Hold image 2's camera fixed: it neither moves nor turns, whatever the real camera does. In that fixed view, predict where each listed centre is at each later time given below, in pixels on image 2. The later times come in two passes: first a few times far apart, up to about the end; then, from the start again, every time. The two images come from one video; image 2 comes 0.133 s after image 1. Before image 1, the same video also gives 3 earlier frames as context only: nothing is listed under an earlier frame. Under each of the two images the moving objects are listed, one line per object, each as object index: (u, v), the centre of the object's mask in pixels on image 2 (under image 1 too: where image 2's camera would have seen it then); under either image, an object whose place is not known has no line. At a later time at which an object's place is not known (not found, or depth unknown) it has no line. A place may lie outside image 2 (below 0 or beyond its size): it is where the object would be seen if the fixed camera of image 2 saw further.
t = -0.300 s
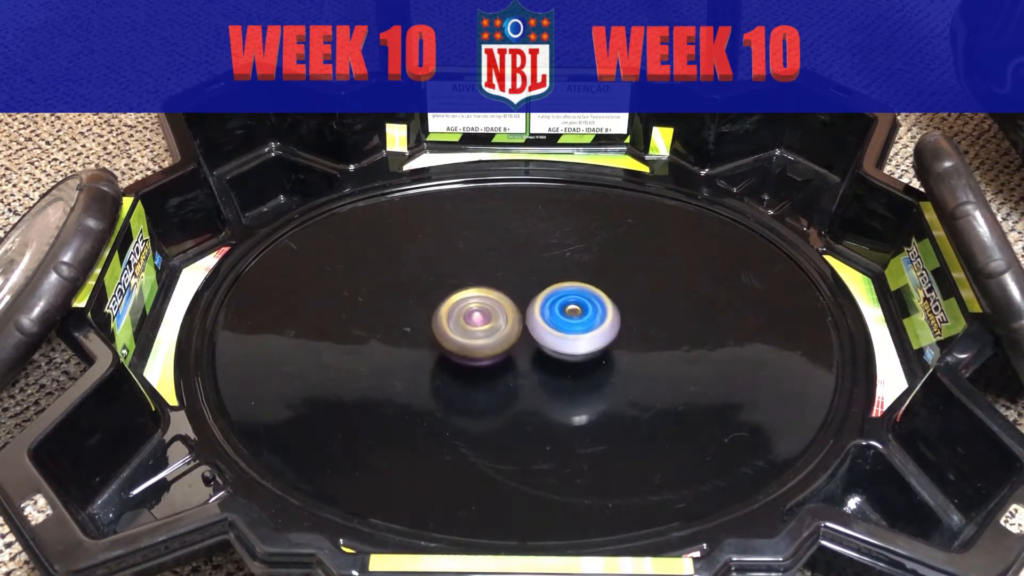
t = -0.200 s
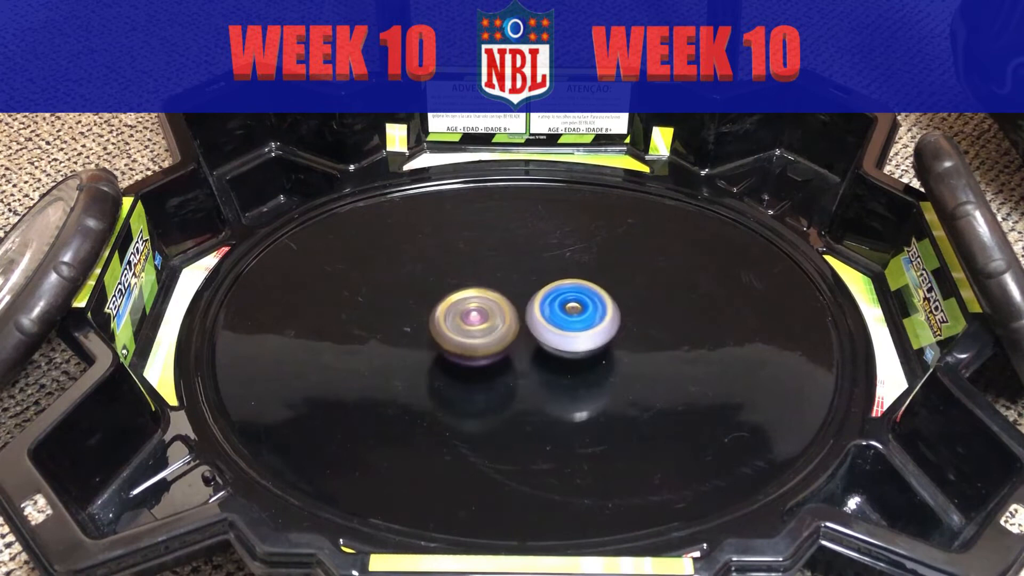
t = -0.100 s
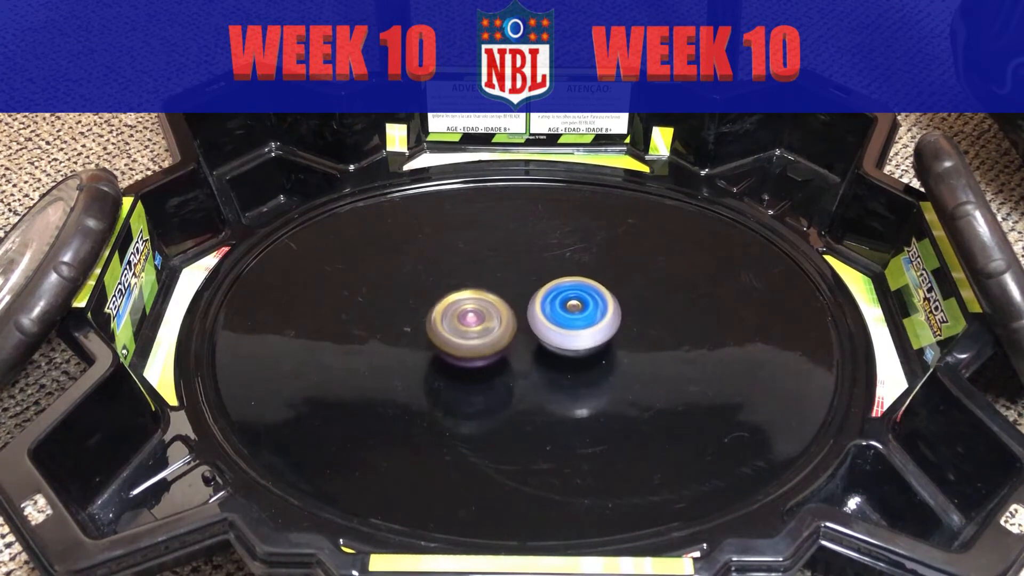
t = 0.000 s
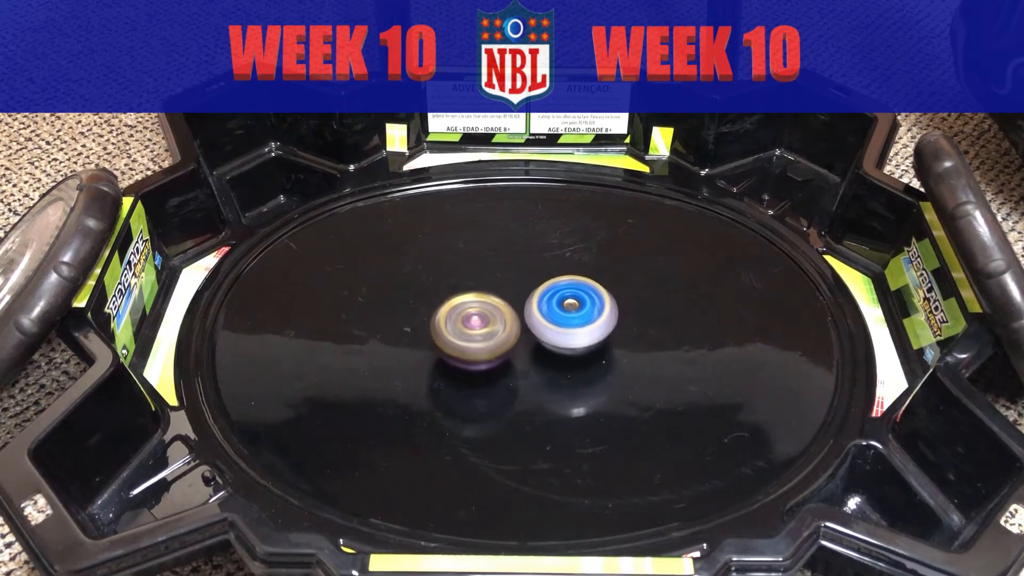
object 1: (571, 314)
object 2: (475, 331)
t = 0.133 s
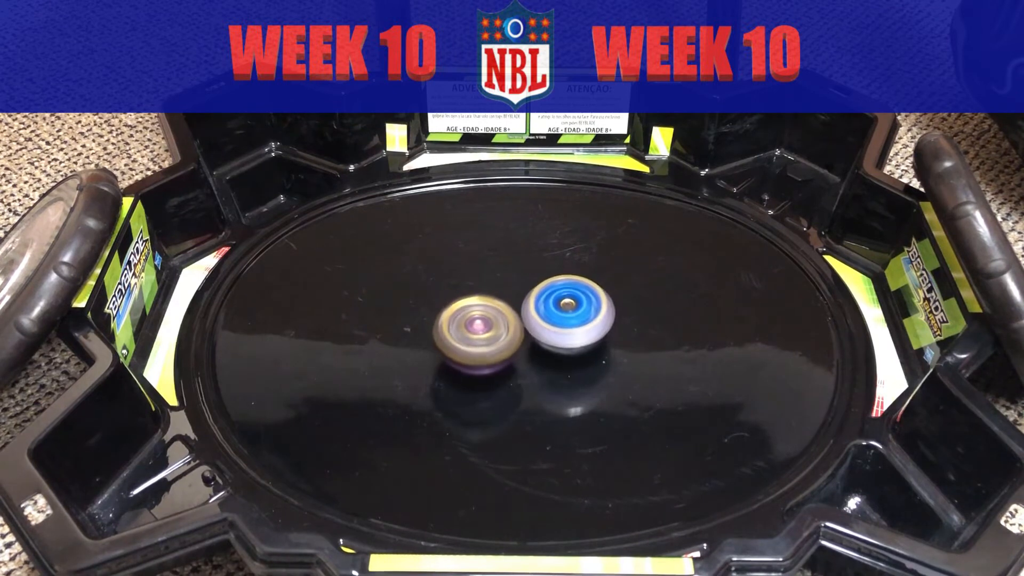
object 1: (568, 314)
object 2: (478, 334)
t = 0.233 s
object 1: (567, 315)
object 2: (477, 335)
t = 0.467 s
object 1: (574, 318)
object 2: (471, 336)
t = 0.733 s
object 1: (578, 327)
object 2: (473, 333)
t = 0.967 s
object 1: (574, 335)
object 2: (478, 329)
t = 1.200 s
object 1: (571, 343)
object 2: (479, 323)
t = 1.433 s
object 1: (578, 349)
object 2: (476, 319)
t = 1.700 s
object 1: (572, 347)
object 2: (485, 318)
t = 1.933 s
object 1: (575, 345)
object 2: (481, 313)
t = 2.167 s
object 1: (575, 339)
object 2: (484, 319)
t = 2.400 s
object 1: (581, 335)
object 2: (483, 323)
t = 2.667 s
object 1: (589, 334)
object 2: (475, 323)
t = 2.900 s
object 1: (581, 332)
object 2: (480, 329)
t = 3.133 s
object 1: (582, 331)
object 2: (471, 327)
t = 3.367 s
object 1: (577, 329)
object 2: (475, 331)
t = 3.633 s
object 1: (582, 330)
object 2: (469, 328)
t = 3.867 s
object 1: (572, 330)
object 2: (478, 327)
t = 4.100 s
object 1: (577, 333)
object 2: (474, 323)
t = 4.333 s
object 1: (576, 334)
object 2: (480, 328)
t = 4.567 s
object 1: (580, 336)
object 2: (480, 328)
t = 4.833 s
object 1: (575, 334)
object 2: (477, 327)
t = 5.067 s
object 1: (587, 337)
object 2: (466, 324)
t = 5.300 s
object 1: (583, 337)
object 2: (474, 324)
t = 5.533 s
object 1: (584, 337)
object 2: (475, 322)
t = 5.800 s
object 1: (610, 344)
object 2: (456, 313)
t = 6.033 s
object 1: (598, 341)
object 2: (462, 320)
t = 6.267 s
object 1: (579, 330)
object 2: (470, 334)
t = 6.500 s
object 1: (567, 316)
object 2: (476, 348)
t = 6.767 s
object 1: (563, 299)
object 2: (475, 355)
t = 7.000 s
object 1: (565, 294)
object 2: (485, 351)
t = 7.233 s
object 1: (562, 301)
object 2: (494, 349)
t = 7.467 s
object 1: (566, 307)
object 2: (473, 357)
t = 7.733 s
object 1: (561, 313)
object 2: (466, 347)
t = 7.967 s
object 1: (583, 335)
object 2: (470, 306)
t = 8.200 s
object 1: (589, 349)
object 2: (514, 295)
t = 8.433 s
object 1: (575, 362)
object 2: (531, 301)
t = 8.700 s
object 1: (563, 361)
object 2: (517, 289)
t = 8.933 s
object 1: (565, 342)
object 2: (505, 289)
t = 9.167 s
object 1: (578, 337)
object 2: (499, 293)
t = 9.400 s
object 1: (582, 341)
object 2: (490, 296)
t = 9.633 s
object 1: (573, 339)
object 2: (488, 304)
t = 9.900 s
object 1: (576, 335)
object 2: (477, 304)
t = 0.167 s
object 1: (567, 314)
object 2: (478, 335)
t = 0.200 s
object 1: (566, 314)
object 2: (477, 335)
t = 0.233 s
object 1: (567, 315)
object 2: (477, 335)
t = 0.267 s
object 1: (572, 315)
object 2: (471, 336)
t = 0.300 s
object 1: (574, 315)
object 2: (468, 336)
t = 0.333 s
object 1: (574, 315)
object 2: (466, 336)
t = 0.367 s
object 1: (575, 316)
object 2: (466, 336)
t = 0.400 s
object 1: (575, 317)
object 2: (467, 336)
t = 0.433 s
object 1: (575, 318)
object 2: (469, 336)
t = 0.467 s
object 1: (574, 318)
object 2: (471, 336)
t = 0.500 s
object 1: (574, 320)
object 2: (473, 336)
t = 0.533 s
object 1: (573, 321)
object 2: (476, 336)
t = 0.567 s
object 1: (572, 322)
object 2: (478, 336)
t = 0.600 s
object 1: (573, 324)
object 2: (478, 336)
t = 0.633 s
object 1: (577, 324)
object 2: (475, 335)
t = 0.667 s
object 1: (578, 325)
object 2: (473, 335)
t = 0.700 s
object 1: (579, 326)
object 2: (473, 334)
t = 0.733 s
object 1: (578, 327)
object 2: (473, 333)
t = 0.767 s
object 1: (578, 328)
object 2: (475, 333)
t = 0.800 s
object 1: (577, 329)
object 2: (476, 332)
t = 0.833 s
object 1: (576, 330)
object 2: (477, 332)
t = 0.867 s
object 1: (575, 331)
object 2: (478, 332)
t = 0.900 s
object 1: (574, 332)
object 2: (479, 331)
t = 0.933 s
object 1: (575, 334)
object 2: (478, 330)
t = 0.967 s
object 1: (574, 335)
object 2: (478, 329)
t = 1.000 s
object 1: (573, 336)
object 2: (479, 328)
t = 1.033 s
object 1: (573, 337)
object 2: (479, 327)
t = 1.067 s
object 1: (572, 338)
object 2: (479, 327)
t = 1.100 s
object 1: (572, 340)
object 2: (479, 325)
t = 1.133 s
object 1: (572, 341)
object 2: (478, 324)
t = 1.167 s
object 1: (571, 342)
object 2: (479, 324)
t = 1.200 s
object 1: (571, 343)
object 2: (479, 323)
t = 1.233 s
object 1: (576, 345)
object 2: (475, 321)
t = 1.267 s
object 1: (579, 347)
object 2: (473, 319)
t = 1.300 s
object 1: (580, 348)
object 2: (472, 318)
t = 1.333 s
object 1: (580, 348)
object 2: (473, 318)
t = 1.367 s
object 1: (580, 349)
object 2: (473, 318)
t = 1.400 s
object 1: (579, 349)
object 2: (475, 318)
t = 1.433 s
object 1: (578, 349)
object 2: (476, 319)
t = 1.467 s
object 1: (577, 349)
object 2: (478, 320)
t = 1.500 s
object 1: (576, 349)
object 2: (480, 321)
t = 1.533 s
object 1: (574, 349)
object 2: (482, 322)
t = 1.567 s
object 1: (573, 349)
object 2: (484, 323)
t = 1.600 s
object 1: (573, 349)
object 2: (484, 322)
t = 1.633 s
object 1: (573, 349)
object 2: (484, 320)
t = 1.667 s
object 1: (572, 348)
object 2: (484, 319)
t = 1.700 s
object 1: (572, 347)
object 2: (485, 318)
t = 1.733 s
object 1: (571, 347)
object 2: (485, 317)
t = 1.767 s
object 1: (572, 347)
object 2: (484, 316)
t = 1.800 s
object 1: (572, 346)
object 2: (484, 315)
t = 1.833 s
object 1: (571, 345)
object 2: (484, 315)
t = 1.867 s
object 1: (571, 344)
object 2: (485, 315)
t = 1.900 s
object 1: (574, 345)
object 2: (483, 314)
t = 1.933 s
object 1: (575, 345)
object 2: (481, 313)
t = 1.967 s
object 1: (576, 344)
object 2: (480, 313)
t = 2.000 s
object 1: (576, 343)
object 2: (480, 313)
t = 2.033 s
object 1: (576, 342)
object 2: (481, 314)
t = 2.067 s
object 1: (576, 341)
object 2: (481, 315)
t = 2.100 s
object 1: (575, 340)
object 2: (482, 316)
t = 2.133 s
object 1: (575, 339)
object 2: (483, 318)
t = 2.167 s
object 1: (575, 339)
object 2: (484, 319)
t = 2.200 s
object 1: (579, 339)
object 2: (481, 318)
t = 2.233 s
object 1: (580, 339)
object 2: (479, 318)
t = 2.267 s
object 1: (581, 338)
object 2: (479, 319)
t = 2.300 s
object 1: (581, 337)
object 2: (480, 319)
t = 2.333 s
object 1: (581, 337)
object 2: (481, 321)
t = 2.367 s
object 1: (581, 336)
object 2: (482, 322)
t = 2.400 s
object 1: (581, 335)
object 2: (483, 323)
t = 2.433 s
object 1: (580, 334)
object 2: (484, 324)
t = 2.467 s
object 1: (579, 333)
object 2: (485, 325)
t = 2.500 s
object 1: (581, 333)
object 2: (485, 324)
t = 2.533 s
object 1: (586, 334)
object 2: (478, 322)
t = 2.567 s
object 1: (589, 334)
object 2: (476, 321)
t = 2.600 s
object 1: (589, 334)
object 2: (475, 321)
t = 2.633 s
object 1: (589, 334)
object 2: (475, 322)
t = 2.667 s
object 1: (589, 334)
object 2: (475, 323)
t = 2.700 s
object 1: (589, 333)
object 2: (475, 324)
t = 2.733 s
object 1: (588, 333)
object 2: (476, 326)
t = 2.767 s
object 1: (587, 333)
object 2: (477, 327)
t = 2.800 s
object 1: (586, 333)
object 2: (478, 328)
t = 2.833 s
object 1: (585, 333)
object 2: (479, 329)
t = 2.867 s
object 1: (583, 332)
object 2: (480, 329)
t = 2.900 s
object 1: (581, 332)
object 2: (480, 329)
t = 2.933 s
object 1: (580, 332)
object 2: (481, 329)
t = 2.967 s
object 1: (578, 331)
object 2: (482, 329)
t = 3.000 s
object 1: (576, 331)
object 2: (483, 329)
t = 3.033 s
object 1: (579, 331)
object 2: (479, 328)
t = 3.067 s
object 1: (582, 332)
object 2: (474, 328)
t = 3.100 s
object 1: (582, 332)
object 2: (472, 327)
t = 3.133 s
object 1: (582, 331)
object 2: (471, 327)
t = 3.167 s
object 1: (581, 330)
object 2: (472, 327)
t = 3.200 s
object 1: (580, 330)
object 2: (473, 328)
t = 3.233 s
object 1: (579, 329)
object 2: (475, 329)
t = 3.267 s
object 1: (577, 329)
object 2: (476, 330)
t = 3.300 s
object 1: (575, 329)
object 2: (478, 331)
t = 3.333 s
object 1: (573, 328)
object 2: (479, 332)
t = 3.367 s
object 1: (577, 329)
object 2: (475, 331)
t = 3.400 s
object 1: (583, 330)
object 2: (469, 330)
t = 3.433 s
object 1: (585, 331)
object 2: (467, 329)
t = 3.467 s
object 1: (586, 331)
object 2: (465, 328)
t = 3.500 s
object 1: (586, 330)
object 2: (465, 328)
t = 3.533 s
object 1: (585, 330)
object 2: (466, 327)
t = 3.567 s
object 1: (585, 330)
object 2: (467, 327)
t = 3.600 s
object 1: (583, 330)
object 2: (467, 328)
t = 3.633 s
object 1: (582, 330)
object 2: (469, 328)
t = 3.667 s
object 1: (581, 329)
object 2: (470, 327)
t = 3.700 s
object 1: (579, 329)
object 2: (472, 328)
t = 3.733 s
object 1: (577, 329)
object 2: (474, 328)
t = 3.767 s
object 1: (575, 329)
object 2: (477, 328)
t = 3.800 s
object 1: (573, 329)
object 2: (479, 328)
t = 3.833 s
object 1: (573, 329)
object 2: (479, 328)
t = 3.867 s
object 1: (572, 330)
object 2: (478, 327)
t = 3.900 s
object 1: (572, 330)
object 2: (476, 326)
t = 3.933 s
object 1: (571, 330)
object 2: (477, 325)
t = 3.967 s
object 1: (571, 330)
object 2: (478, 325)
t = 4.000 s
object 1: (573, 332)
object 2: (476, 324)
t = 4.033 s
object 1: (576, 333)
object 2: (474, 323)
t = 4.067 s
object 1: (577, 334)
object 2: (473, 323)
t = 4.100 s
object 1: (577, 333)
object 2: (474, 323)
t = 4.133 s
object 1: (578, 334)
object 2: (475, 324)
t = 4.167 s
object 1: (578, 334)
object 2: (476, 325)
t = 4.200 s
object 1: (577, 333)
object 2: (477, 326)
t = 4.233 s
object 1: (577, 333)
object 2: (478, 327)
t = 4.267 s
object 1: (576, 334)
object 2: (479, 328)
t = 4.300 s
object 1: (575, 333)
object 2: (481, 328)
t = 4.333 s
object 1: (576, 334)
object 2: (480, 328)
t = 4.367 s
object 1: (580, 335)
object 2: (477, 326)
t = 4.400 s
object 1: (582, 335)
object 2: (476, 326)
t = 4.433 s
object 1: (582, 335)
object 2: (475, 326)
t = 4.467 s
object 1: (582, 336)
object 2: (476, 326)
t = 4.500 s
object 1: (581, 335)
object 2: (477, 326)
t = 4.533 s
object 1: (580, 335)
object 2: (478, 327)
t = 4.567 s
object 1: (580, 336)
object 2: (480, 328)
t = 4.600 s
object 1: (578, 336)
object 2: (481, 329)
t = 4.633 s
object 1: (577, 335)
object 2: (481, 329)
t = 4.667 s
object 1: (576, 335)
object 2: (482, 329)
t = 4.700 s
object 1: (577, 335)
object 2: (481, 329)
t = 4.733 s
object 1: (577, 335)
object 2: (477, 328)
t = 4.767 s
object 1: (577, 335)
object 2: (476, 327)
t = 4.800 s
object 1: (576, 335)
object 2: (476, 327)
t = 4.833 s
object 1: (575, 334)
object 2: (477, 327)
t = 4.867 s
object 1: (574, 334)
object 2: (478, 327)
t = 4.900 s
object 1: (573, 333)
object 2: (479, 328)
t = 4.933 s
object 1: (579, 335)
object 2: (473, 327)
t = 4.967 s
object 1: (585, 336)
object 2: (468, 325)
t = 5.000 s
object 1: (587, 337)
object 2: (467, 324)
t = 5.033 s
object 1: (587, 336)
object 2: (466, 324)
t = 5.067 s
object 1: (587, 337)
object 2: (466, 324)
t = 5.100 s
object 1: (587, 337)
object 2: (466, 323)
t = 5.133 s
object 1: (587, 337)
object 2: (466, 323)
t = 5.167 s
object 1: (586, 337)
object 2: (467, 323)
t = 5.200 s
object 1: (586, 337)
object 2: (468, 323)
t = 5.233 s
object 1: (585, 337)
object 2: (470, 323)
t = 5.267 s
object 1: (584, 337)
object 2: (472, 323)
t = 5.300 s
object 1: (583, 337)
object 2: (474, 324)
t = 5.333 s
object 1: (581, 336)
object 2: (476, 324)
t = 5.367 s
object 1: (579, 336)
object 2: (478, 325)
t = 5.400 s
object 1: (578, 336)
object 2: (481, 326)
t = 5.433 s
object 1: (576, 335)
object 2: (483, 327)
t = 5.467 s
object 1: (577, 335)
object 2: (482, 326)
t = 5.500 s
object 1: (576, 334)
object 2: (483, 326)
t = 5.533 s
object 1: (584, 337)
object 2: (475, 322)
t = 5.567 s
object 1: (596, 341)
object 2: (467, 317)
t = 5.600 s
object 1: (603, 343)
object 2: (461, 314)
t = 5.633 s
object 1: (607, 343)
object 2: (459, 313)
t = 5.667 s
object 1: (609, 343)
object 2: (459, 313)
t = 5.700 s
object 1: (610, 343)
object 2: (458, 313)
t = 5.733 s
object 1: (610, 344)
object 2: (457, 313)
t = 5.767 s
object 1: (610, 344)
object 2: (457, 313)
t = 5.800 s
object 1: (610, 344)
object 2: (456, 313)
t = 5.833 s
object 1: (610, 344)
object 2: (456, 314)
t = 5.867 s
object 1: (609, 344)
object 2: (456, 314)
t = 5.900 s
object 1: (607, 344)
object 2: (457, 315)
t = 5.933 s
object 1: (605, 343)
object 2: (458, 316)
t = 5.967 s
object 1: (603, 343)
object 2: (459, 317)
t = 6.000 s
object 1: (601, 342)
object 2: (460, 319)
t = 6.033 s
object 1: (598, 341)
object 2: (462, 320)
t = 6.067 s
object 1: (595, 340)
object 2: (463, 322)
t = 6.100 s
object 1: (593, 339)
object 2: (464, 324)
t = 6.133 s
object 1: (590, 338)
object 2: (466, 325)
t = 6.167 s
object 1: (588, 336)
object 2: (466, 328)
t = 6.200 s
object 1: (585, 334)
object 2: (468, 330)
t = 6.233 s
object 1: (582, 333)
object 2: (469, 332)
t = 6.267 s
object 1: (579, 330)
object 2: (470, 334)
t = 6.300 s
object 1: (577, 329)
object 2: (472, 337)
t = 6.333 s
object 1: (575, 327)
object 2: (472, 339)
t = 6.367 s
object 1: (573, 325)
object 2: (473, 341)
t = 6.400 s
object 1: (571, 323)
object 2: (474, 343)
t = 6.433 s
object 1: (570, 320)
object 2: (474, 345)
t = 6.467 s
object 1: (569, 318)
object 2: (475, 347)
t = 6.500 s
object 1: (567, 316)
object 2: (476, 348)
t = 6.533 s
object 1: (566, 313)
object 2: (475, 350)
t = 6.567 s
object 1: (564, 311)
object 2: (475, 351)
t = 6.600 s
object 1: (564, 309)
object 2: (475, 352)
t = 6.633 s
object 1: (564, 307)
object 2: (474, 353)
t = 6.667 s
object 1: (563, 305)
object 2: (475, 354)
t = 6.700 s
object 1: (563, 303)
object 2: (474, 354)
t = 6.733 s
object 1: (563, 301)
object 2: (474, 355)
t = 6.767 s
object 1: (563, 299)
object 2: (475, 355)
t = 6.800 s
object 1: (563, 298)
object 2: (475, 355)
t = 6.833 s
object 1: (563, 296)
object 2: (477, 354)
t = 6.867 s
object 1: (564, 296)
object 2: (477, 354)
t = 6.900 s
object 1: (564, 295)
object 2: (478, 353)
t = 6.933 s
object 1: (565, 294)
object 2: (481, 352)
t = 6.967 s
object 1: (565, 294)
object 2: (482, 351)
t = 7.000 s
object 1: (565, 294)
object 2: (485, 351)
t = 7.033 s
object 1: (564, 295)
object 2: (488, 351)
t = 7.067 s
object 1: (564, 296)
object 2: (489, 350)
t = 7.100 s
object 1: (564, 297)
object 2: (492, 350)
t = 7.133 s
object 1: (563, 297)
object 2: (493, 349)
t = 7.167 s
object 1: (562, 299)
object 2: (495, 349)
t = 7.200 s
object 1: (562, 299)
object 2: (495, 349)
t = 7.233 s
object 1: (562, 301)
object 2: (494, 349)
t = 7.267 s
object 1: (561, 302)
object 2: (494, 350)
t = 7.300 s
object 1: (561, 303)
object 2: (492, 351)
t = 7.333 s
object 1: (561, 304)
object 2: (489, 351)
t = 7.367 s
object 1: (559, 306)
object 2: (489, 352)
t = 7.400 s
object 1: (558, 307)
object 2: (487, 353)
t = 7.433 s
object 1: (559, 308)
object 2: (483, 355)
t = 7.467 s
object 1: (566, 307)
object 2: (473, 357)
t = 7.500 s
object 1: (567, 307)
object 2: (467, 358)
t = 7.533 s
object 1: (567, 308)
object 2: (465, 357)
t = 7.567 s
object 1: (566, 308)
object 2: (462, 357)
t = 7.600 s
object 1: (566, 309)
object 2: (463, 355)
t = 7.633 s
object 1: (565, 310)
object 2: (462, 353)
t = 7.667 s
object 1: (564, 311)
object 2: (463, 352)
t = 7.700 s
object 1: (562, 312)
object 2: (464, 349)
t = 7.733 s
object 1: (561, 313)
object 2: (466, 347)
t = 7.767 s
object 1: (559, 314)
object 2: (468, 344)
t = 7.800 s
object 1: (557, 315)
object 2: (470, 342)
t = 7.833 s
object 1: (557, 316)
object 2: (473, 340)
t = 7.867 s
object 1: (565, 321)
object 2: (470, 325)
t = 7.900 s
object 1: (572, 327)
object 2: (470, 317)
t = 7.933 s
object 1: (579, 331)
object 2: (470, 313)
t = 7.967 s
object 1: (583, 335)
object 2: (470, 306)
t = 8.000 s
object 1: (588, 340)
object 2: (474, 301)
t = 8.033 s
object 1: (590, 343)
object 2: (481, 296)
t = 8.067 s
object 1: (590, 344)
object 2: (487, 293)
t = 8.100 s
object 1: (590, 345)
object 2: (493, 292)
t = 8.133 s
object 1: (591, 346)
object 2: (501, 292)
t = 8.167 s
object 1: (591, 347)
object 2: (508, 293)
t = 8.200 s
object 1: (589, 349)
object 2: (514, 295)
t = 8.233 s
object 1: (586, 350)
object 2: (520, 298)
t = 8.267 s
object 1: (586, 352)
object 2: (525, 299)
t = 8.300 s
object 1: (586, 357)
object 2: (530, 299)
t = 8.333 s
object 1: (583, 360)
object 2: (531, 300)
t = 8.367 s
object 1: (581, 362)
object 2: (532, 300)
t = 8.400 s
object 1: (578, 362)
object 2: (531, 301)
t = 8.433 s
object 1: (575, 362)
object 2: (531, 301)
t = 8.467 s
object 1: (575, 366)
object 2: (528, 299)
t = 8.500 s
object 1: (574, 371)
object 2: (526, 293)
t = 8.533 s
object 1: (571, 371)
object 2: (524, 290)
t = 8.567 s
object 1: (568, 369)
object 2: (522, 289)
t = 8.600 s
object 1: (567, 368)
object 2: (521, 289)
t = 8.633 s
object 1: (566, 365)
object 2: (519, 289)
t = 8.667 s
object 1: (564, 363)
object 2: (517, 289)
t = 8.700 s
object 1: (563, 361)
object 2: (517, 289)
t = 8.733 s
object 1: (563, 358)
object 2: (515, 289)
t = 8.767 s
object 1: (561, 356)
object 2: (513, 288)
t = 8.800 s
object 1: (562, 352)
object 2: (512, 288)
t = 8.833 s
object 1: (562, 349)
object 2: (509, 288)
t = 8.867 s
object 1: (562, 347)
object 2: (508, 288)
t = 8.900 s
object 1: (564, 345)
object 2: (507, 289)
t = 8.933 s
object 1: (565, 342)
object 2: (505, 289)
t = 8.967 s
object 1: (567, 341)
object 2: (505, 290)
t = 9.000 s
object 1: (570, 341)
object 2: (504, 290)
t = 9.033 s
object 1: (570, 339)
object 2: (503, 289)
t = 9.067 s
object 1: (572, 338)
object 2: (503, 291)
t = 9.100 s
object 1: (575, 337)
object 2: (502, 292)
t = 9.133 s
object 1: (576, 337)
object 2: (501, 293)
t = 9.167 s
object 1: (578, 337)
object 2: (499, 293)
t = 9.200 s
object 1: (580, 336)
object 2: (498, 292)
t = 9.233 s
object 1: (581, 337)
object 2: (498, 293)
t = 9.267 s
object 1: (583, 338)
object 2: (496, 294)
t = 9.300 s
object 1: (582, 338)
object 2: (496, 295)
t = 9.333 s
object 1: (583, 340)
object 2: (494, 296)
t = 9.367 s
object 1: (583, 339)
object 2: (491, 296)
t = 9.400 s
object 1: (582, 341)
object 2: (490, 296)
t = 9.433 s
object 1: (582, 341)
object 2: (490, 296)
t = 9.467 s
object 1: (581, 341)
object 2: (489, 297)
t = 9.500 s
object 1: (579, 341)
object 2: (489, 298)
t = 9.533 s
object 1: (579, 341)
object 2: (489, 299)
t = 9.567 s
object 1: (576, 340)
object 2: (489, 301)
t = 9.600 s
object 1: (575, 340)
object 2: (488, 303)
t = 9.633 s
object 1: (573, 339)
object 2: (488, 304)
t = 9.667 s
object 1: (571, 338)
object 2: (487, 305)
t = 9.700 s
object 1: (571, 337)
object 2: (486, 306)
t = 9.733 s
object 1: (569, 336)
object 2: (484, 307)
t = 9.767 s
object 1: (568, 334)
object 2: (483, 307)
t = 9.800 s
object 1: (568, 333)
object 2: (482, 307)
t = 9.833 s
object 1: (568, 332)
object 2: (482, 307)
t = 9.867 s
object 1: (568, 331)
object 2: (483, 307)
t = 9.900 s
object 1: (576, 335)
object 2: (477, 304)
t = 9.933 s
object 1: (586, 340)
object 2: (467, 297)
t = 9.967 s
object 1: (593, 343)
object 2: (459, 292)
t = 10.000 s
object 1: (595, 343)
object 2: (456, 288)
